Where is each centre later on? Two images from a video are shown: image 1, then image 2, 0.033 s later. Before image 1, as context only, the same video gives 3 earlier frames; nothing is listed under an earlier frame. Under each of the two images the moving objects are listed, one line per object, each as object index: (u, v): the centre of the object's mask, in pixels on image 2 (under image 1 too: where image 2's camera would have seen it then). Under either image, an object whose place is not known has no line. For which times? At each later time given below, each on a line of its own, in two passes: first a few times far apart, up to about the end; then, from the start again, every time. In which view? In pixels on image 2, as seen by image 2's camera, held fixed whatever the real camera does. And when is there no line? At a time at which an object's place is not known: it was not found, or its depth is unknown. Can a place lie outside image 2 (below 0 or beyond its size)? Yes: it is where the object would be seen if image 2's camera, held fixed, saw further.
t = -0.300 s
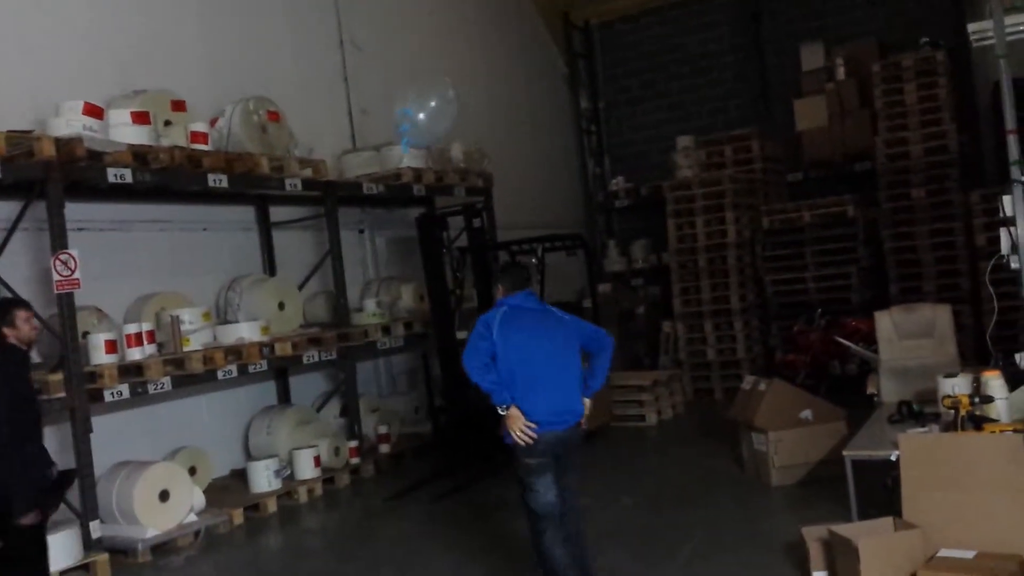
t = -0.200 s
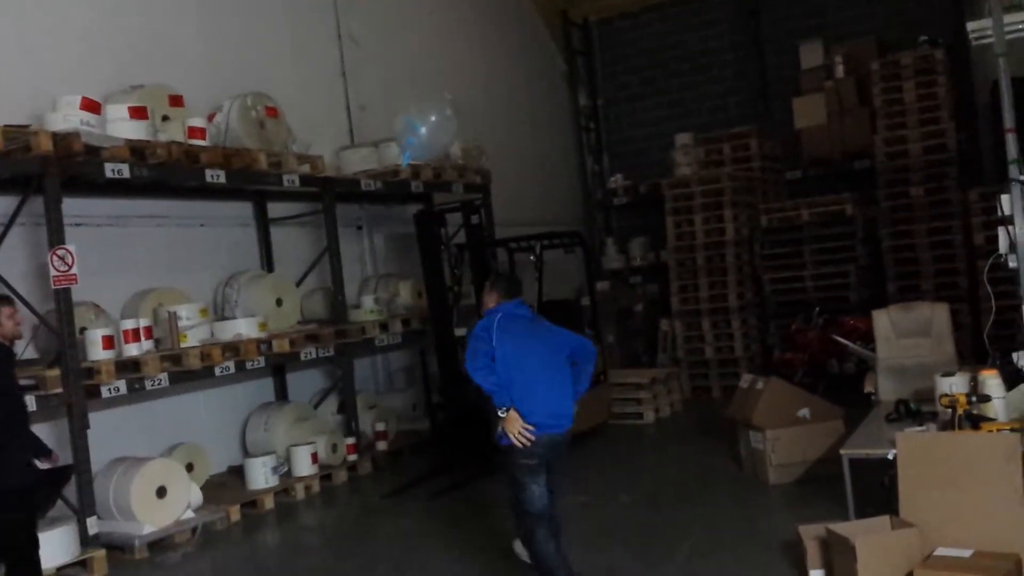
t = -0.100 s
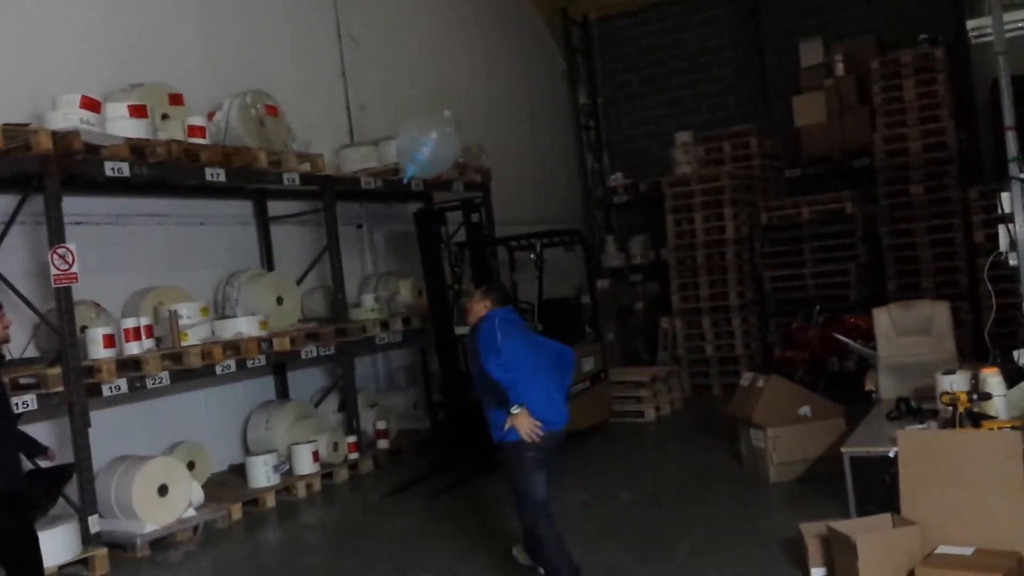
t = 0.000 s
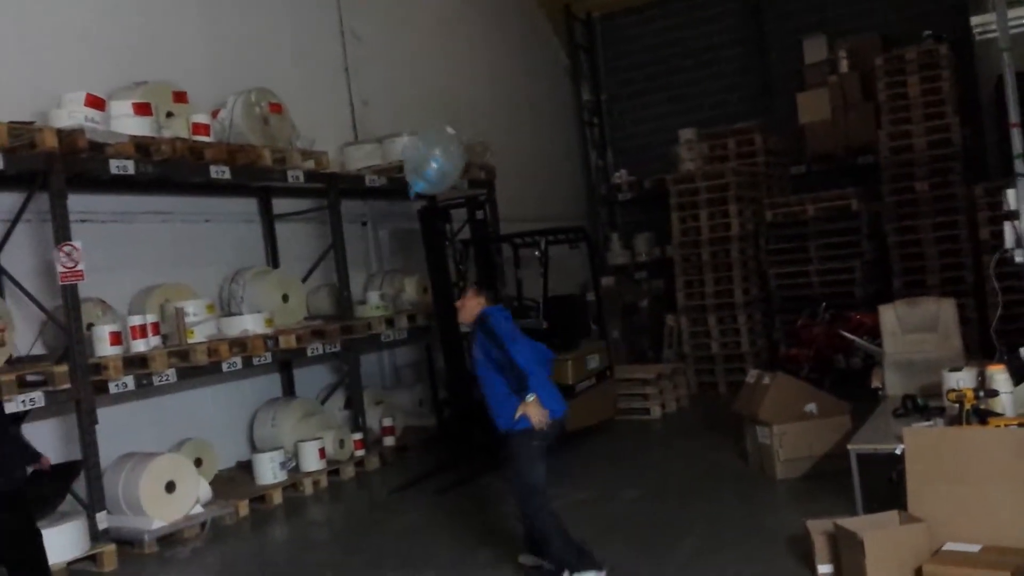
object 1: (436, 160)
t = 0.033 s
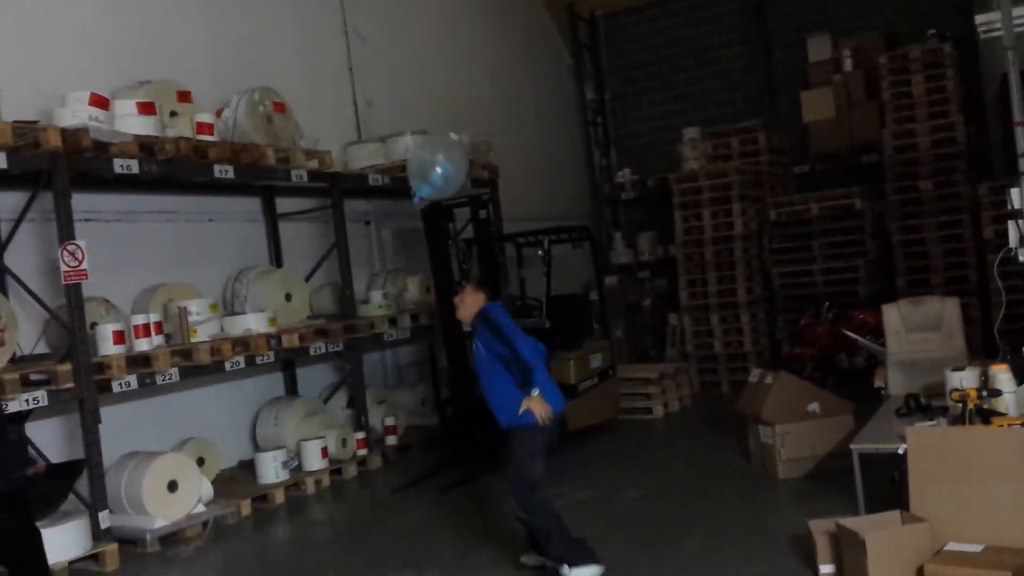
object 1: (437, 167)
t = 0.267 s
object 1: (436, 211)
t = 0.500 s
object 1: (434, 256)
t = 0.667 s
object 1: (431, 289)
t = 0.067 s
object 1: (438, 173)
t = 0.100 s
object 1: (437, 178)
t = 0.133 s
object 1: (438, 185)
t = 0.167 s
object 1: (437, 192)
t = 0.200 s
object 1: (436, 198)
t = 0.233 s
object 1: (435, 205)
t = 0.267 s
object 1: (436, 211)
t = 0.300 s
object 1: (435, 218)
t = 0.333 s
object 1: (435, 224)
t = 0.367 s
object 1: (435, 231)
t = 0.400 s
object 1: (434, 237)
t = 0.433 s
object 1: (433, 243)
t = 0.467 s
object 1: (434, 250)
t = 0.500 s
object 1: (434, 256)
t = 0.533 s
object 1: (432, 263)
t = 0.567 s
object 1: (432, 269)
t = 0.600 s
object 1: (431, 275)
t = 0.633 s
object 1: (430, 282)
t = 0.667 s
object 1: (431, 289)
